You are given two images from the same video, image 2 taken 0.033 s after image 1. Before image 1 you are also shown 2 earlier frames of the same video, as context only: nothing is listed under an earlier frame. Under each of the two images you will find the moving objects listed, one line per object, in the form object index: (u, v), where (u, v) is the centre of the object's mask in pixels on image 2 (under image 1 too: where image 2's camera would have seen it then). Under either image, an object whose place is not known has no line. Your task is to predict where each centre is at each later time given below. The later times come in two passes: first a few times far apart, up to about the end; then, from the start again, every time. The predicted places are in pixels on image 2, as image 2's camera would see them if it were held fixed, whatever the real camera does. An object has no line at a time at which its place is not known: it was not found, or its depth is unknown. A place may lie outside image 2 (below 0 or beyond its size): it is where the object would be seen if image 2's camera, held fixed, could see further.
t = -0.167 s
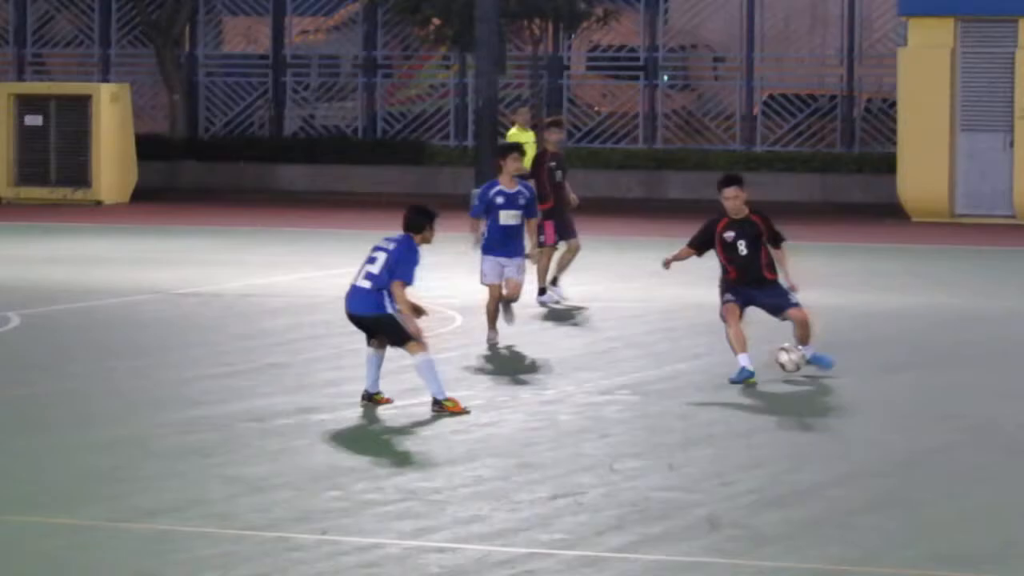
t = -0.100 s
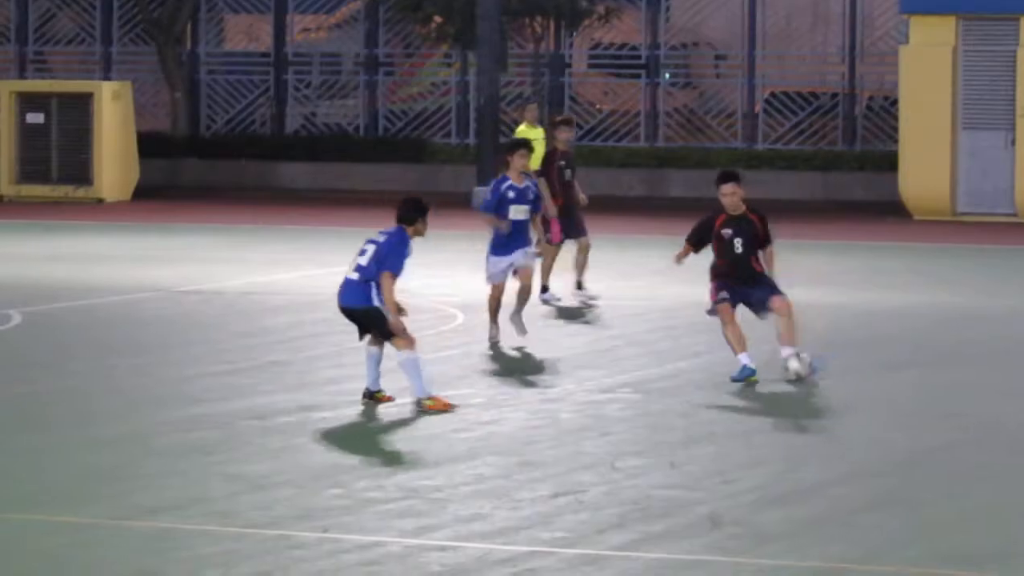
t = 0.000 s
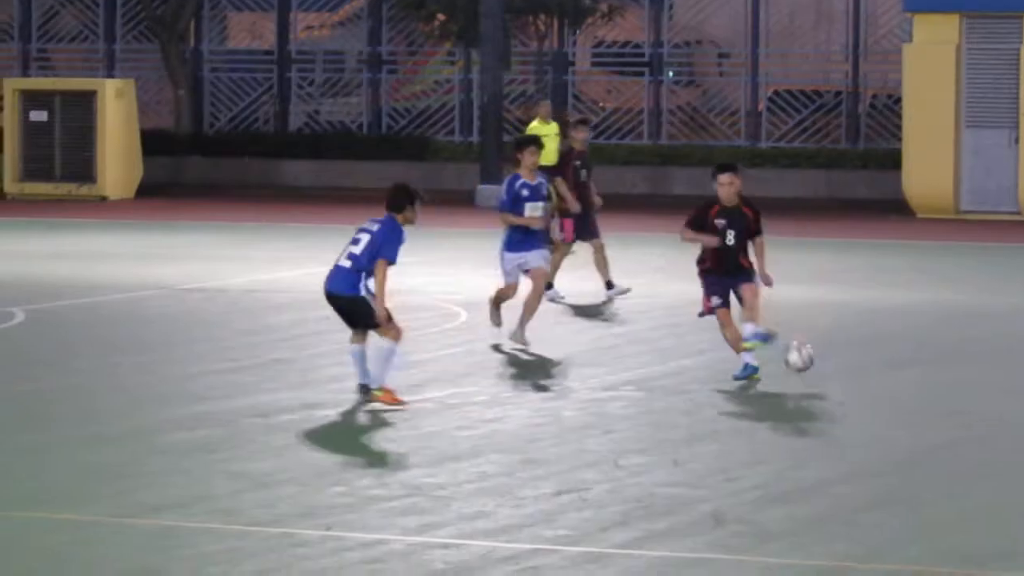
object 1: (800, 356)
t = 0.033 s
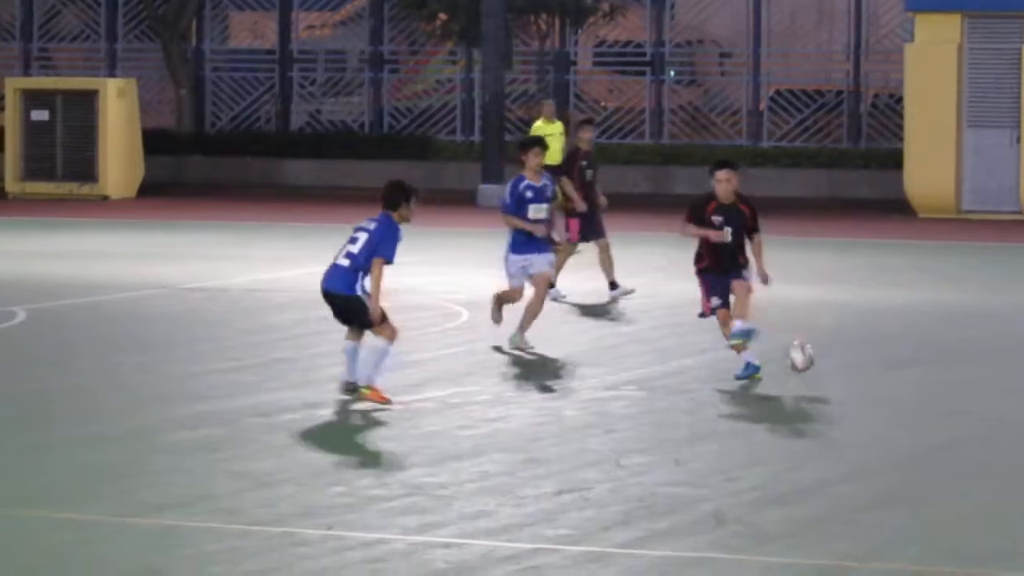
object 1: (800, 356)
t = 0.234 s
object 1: (798, 394)
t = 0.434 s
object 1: (797, 402)
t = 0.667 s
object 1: (801, 423)
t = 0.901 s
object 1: (802, 452)
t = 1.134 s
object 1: (801, 484)
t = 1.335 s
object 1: (800, 516)
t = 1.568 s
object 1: (803, 557)
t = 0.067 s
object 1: (800, 359)
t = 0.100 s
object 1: (799, 362)
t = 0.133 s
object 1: (798, 368)
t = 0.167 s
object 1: (798, 376)
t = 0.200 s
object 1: (798, 385)
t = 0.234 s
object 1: (798, 394)
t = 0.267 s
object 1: (797, 391)
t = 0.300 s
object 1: (797, 390)
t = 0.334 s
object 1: (797, 390)
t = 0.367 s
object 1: (797, 391)
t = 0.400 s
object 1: (798, 396)
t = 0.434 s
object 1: (797, 402)
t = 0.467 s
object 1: (797, 410)
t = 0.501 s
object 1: (798, 420)
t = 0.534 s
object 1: (797, 421)
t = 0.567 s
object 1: (798, 419)
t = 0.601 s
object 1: (799, 418)
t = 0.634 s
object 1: (799, 420)
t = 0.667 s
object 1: (801, 423)
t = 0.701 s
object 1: (801, 429)
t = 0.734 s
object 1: (801, 438)
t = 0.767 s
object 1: (802, 447)
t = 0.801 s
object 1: (802, 451)
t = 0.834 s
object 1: (802, 450)
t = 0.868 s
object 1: (802, 450)
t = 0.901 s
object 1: (802, 452)
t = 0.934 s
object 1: (802, 457)
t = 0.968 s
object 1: (802, 463)
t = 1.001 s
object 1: (801, 475)
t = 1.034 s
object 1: (800, 480)
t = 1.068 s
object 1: (801, 479)
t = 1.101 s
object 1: (802, 481)
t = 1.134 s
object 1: (801, 484)
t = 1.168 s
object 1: (801, 491)
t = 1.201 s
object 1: (801, 501)
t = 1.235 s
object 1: (801, 507)
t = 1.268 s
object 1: (801, 507)
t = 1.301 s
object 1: (801, 511)
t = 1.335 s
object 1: (800, 516)
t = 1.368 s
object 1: (800, 524)
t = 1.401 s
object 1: (800, 533)
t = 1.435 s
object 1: (801, 534)
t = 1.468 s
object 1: (803, 538)
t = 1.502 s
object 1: (802, 544)
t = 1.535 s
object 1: (804, 552)
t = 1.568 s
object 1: (803, 557)
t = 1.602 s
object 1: (804, 561)
